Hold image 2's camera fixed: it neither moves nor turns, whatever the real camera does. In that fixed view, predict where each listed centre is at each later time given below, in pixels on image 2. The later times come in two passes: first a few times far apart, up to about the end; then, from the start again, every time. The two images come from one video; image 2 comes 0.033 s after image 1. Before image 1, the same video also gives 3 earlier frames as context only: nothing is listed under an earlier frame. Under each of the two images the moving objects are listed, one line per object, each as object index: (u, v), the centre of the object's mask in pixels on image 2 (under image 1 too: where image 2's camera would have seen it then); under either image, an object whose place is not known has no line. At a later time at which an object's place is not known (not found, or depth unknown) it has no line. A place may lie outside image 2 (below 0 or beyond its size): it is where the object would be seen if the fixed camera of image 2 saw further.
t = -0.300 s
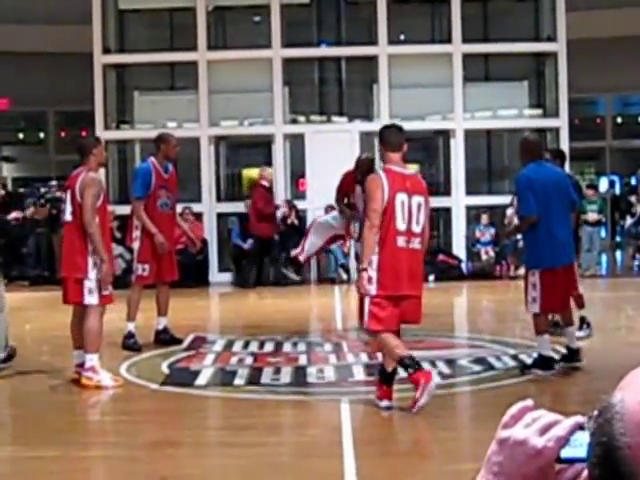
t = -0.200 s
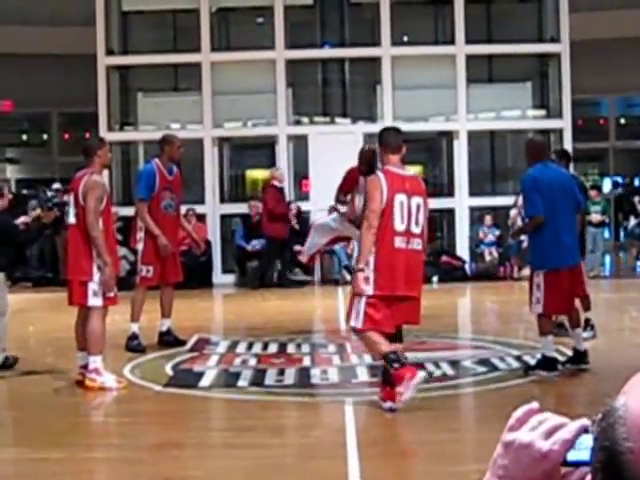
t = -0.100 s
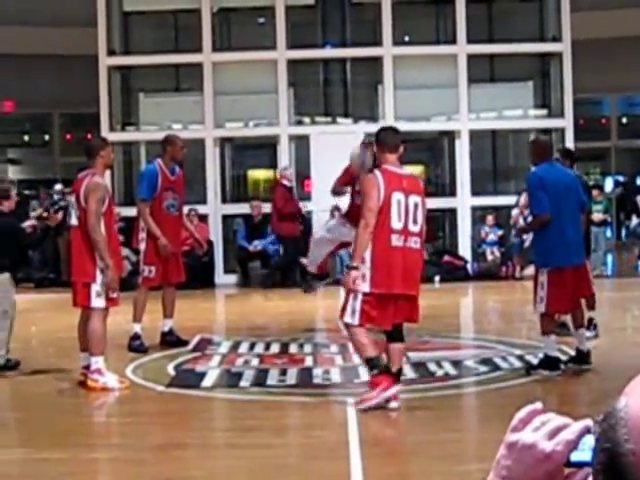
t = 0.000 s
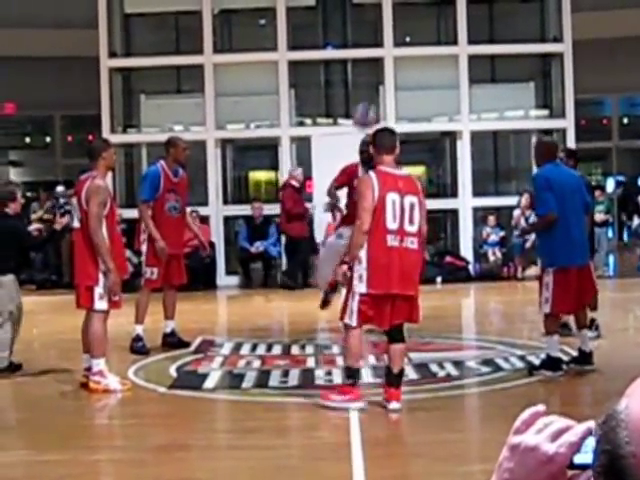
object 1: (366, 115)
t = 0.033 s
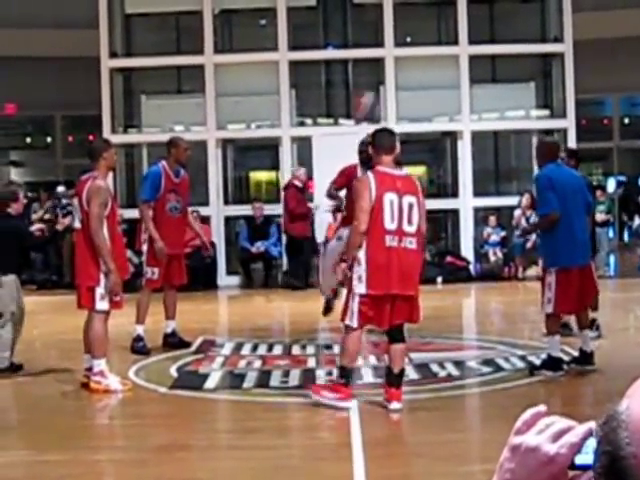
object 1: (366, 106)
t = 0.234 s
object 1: (371, 56)
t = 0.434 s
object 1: (377, 47)
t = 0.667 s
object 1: (387, 88)
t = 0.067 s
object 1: (366, 99)
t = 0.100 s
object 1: (368, 84)
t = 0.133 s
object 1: (370, 75)
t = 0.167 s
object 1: (370, 69)
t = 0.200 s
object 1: (371, 63)
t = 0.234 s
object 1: (371, 56)
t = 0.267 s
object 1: (372, 51)
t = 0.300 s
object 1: (373, 49)
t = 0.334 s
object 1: (374, 45)
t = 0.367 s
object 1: (375, 45)
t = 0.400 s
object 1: (377, 45)
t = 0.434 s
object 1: (377, 47)
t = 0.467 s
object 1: (379, 49)
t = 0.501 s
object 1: (381, 53)
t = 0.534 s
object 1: (381, 59)
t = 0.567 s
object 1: (382, 64)
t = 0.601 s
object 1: (384, 71)
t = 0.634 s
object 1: (386, 79)
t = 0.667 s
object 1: (387, 88)
